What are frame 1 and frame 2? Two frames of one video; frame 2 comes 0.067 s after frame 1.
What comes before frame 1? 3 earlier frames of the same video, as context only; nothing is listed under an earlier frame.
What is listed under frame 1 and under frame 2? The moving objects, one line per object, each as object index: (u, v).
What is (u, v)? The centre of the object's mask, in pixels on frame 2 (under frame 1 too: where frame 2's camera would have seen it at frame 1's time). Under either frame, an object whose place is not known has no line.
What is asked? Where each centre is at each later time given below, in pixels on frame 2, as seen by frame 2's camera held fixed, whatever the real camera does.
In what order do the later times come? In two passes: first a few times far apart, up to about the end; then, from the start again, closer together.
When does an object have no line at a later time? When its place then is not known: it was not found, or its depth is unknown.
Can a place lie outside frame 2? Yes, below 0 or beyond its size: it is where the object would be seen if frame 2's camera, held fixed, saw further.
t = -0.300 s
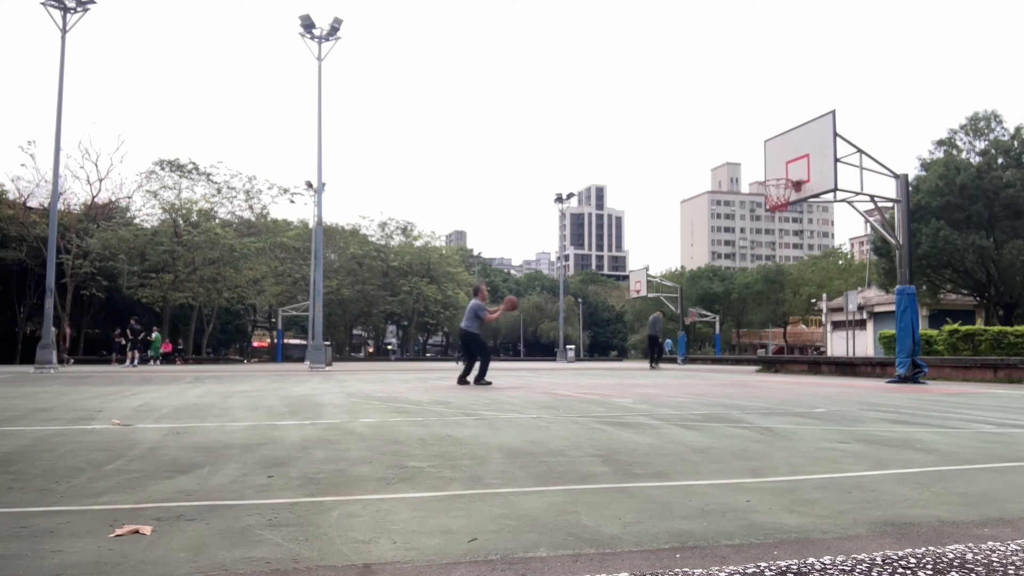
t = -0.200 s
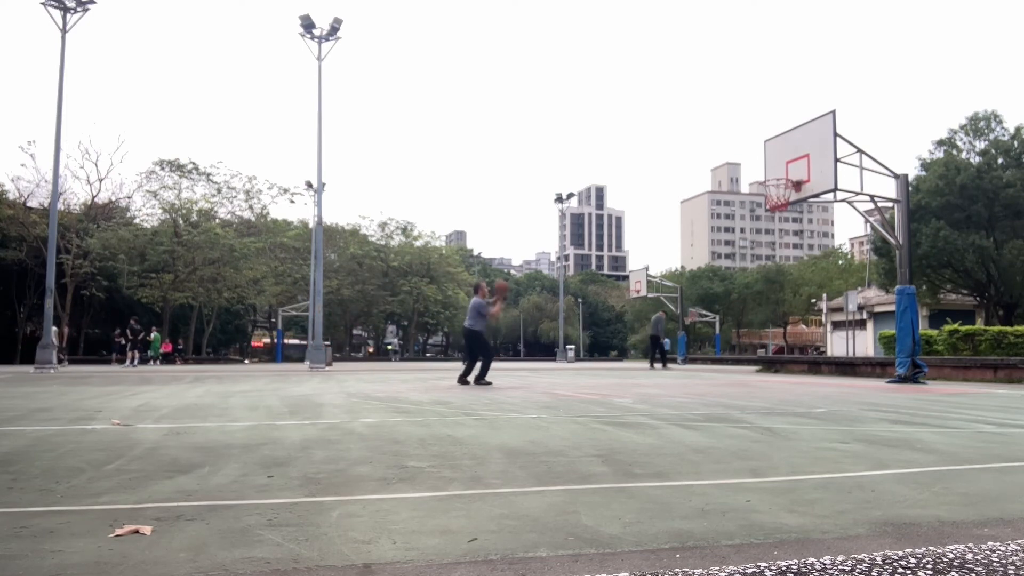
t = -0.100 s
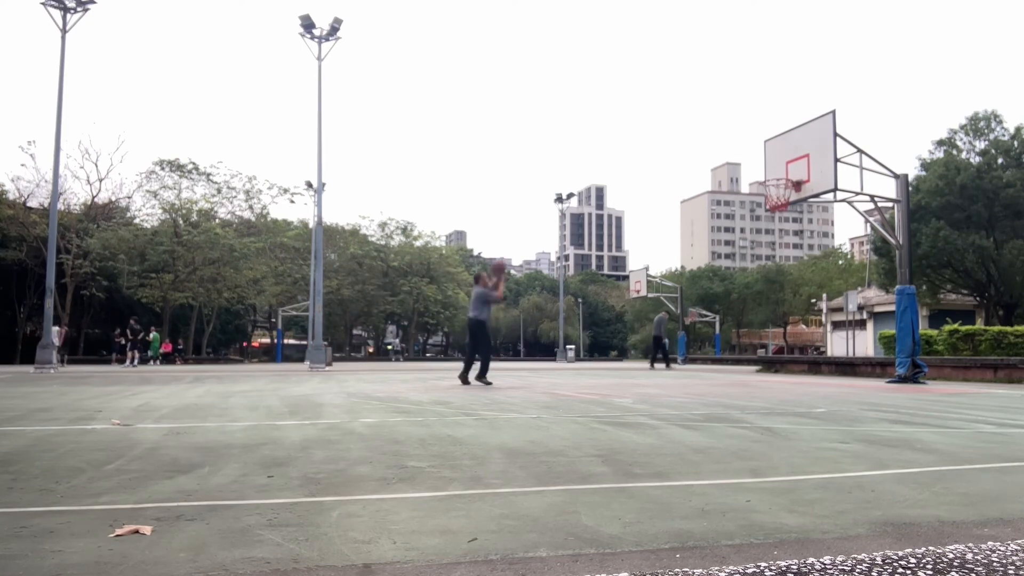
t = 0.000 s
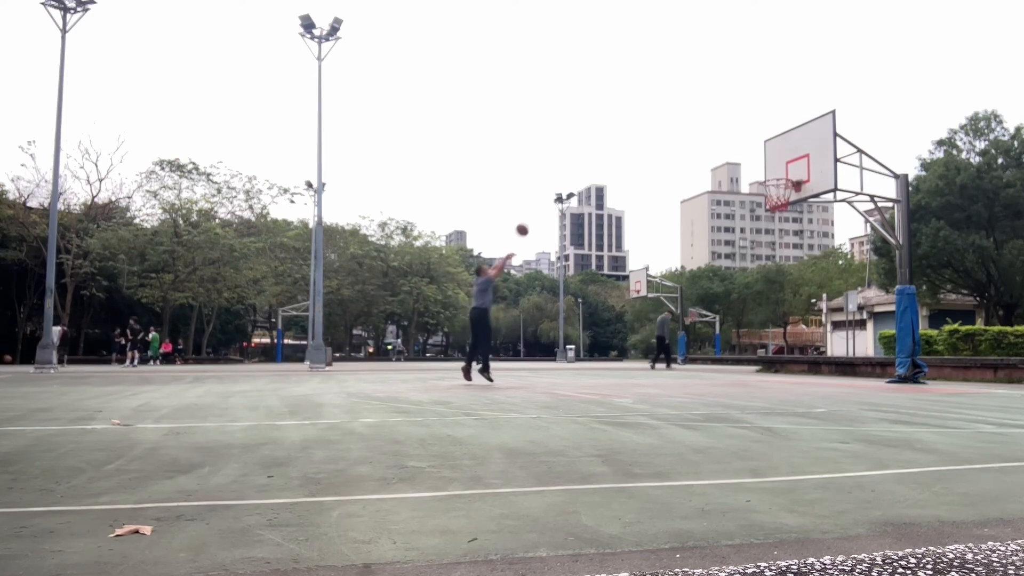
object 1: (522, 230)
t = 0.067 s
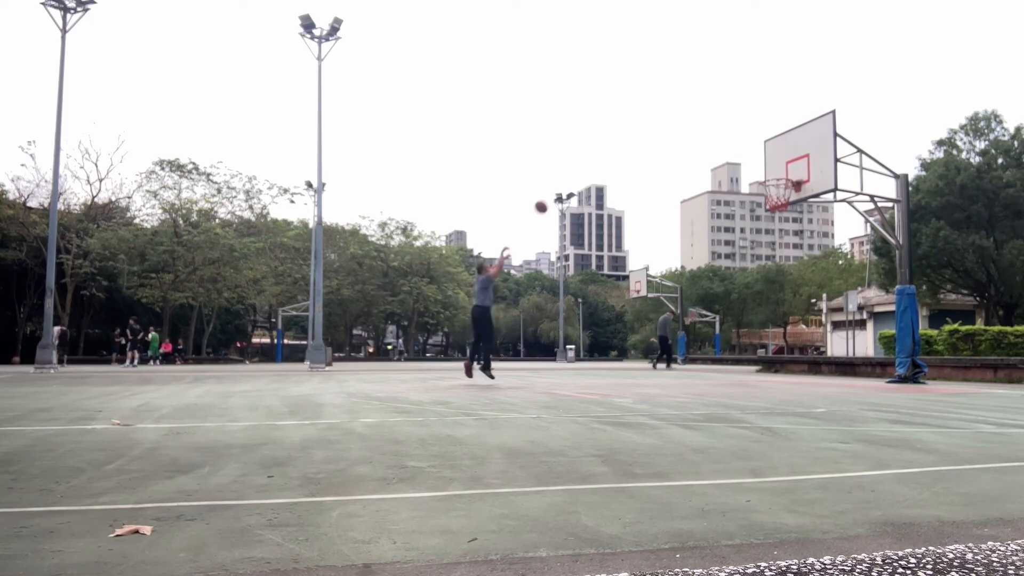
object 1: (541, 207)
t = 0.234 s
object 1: (587, 163)
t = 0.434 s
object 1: (641, 134)
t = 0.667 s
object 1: (702, 132)
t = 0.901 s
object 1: (763, 165)
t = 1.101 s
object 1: (777, 206)
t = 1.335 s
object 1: (767, 236)
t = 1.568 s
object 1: (759, 296)
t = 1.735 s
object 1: (752, 354)
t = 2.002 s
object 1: (742, 319)
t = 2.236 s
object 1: (732, 290)
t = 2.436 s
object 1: (723, 292)
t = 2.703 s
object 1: (712, 330)
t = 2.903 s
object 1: (705, 369)
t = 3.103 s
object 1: (696, 334)
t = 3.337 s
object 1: (688, 325)
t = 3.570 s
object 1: (678, 347)
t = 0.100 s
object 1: (550, 196)
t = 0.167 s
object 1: (569, 178)
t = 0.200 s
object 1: (578, 170)
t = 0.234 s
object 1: (587, 163)
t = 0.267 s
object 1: (596, 156)
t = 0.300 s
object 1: (605, 150)
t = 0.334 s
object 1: (614, 145)
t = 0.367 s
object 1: (623, 141)
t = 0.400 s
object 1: (632, 137)
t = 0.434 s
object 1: (641, 134)
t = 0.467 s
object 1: (650, 132)
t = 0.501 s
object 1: (658, 130)
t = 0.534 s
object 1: (667, 129)
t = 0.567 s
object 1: (676, 129)
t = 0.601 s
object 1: (685, 130)
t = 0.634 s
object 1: (693, 131)
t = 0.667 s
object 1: (702, 132)
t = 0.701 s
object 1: (710, 135)
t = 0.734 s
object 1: (719, 138)
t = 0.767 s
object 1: (728, 142)
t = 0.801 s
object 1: (737, 147)
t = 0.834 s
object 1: (745, 152)
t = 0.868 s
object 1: (754, 158)
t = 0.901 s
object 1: (763, 165)
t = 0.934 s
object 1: (771, 171)
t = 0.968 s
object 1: (780, 180)
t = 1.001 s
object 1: (784, 187)
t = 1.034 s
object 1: (782, 194)
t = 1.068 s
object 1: (779, 203)
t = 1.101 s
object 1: (777, 206)
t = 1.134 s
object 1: (775, 210)
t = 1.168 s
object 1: (774, 213)
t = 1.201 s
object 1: (772, 216)
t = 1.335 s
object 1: (767, 236)
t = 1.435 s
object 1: (763, 259)
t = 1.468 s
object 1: (762, 267)
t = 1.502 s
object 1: (761, 277)
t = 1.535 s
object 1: (759, 285)
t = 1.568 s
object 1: (759, 296)
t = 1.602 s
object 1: (757, 306)
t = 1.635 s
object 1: (756, 316)
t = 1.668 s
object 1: (755, 329)
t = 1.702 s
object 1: (753, 341)
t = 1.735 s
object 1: (752, 354)
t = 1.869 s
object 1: (748, 350)
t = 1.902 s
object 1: (746, 342)
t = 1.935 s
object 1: (744, 334)
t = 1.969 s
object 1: (743, 325)
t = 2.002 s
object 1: (742, 319)
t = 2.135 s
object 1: (735, 298)
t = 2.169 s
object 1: (734, 295)
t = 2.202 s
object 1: (733, 293)
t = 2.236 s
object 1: (732, 290)
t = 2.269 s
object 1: (730, 289)
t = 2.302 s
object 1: (728, 289)
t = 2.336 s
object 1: (727, 289)
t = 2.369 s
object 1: (726, 289)
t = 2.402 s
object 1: (725, 290)
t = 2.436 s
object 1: (723, 292)
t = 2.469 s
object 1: (722, 294)
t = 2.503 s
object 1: (720, 297)
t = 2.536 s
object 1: (719, 301)
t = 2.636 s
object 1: (716, 317)
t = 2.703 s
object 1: (712, 330)
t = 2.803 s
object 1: (709, 355)
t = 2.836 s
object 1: (708, 365)
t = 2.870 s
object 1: (707, 376)
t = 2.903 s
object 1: (705, 369)
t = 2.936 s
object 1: (704, 361)
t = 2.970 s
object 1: (702, 353)
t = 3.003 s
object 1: (701, 348)
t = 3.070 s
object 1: (698, 338)
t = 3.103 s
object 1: (696, 334)
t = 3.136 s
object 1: (695, 331)
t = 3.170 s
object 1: (694, 328)
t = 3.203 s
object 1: (692, 326)
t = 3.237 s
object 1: (691, 325)
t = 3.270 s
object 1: (690, 325)
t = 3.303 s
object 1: (690, 324)
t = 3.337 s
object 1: (688, 325)
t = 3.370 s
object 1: (686, 325)
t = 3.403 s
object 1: (685, 328)
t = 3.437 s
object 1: (683, 330)
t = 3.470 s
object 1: (682, 334)
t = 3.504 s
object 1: (681, 337)
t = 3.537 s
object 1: (679, 342)
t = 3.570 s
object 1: (678, 347)
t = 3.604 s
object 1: (676, 353)
